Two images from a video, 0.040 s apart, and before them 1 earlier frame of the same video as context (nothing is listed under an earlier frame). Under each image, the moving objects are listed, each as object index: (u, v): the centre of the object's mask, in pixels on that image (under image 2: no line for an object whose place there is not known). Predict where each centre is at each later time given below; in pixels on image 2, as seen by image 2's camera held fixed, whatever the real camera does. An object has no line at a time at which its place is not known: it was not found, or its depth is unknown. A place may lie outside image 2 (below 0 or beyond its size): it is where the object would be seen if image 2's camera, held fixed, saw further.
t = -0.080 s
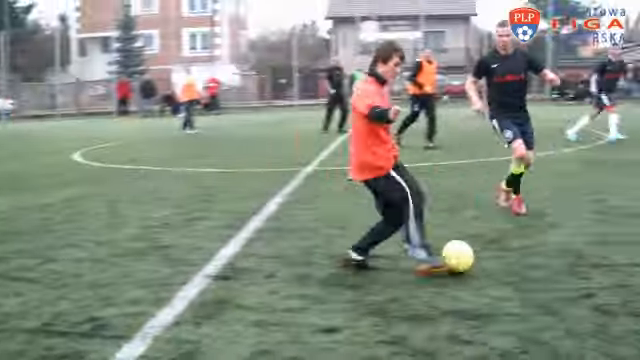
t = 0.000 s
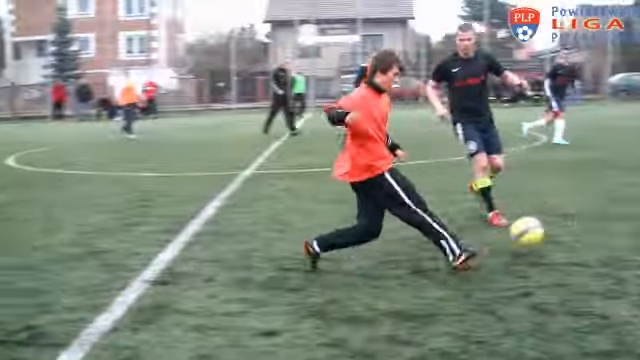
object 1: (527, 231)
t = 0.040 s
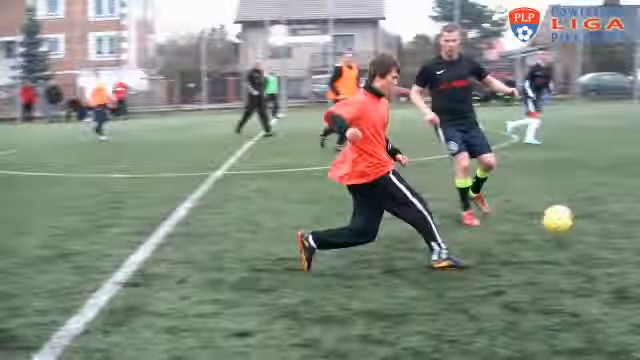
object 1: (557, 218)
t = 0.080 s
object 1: (611, 210)
